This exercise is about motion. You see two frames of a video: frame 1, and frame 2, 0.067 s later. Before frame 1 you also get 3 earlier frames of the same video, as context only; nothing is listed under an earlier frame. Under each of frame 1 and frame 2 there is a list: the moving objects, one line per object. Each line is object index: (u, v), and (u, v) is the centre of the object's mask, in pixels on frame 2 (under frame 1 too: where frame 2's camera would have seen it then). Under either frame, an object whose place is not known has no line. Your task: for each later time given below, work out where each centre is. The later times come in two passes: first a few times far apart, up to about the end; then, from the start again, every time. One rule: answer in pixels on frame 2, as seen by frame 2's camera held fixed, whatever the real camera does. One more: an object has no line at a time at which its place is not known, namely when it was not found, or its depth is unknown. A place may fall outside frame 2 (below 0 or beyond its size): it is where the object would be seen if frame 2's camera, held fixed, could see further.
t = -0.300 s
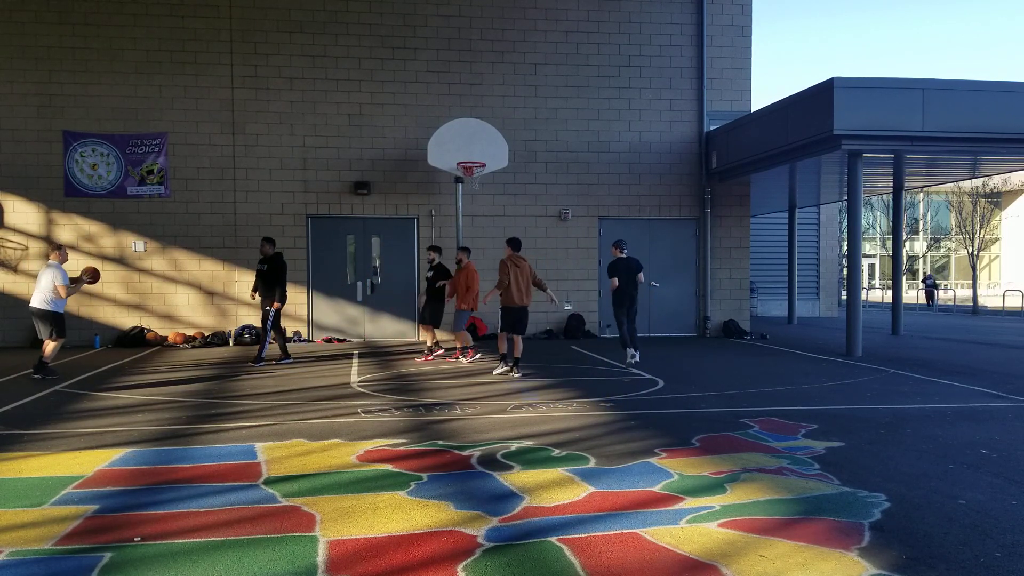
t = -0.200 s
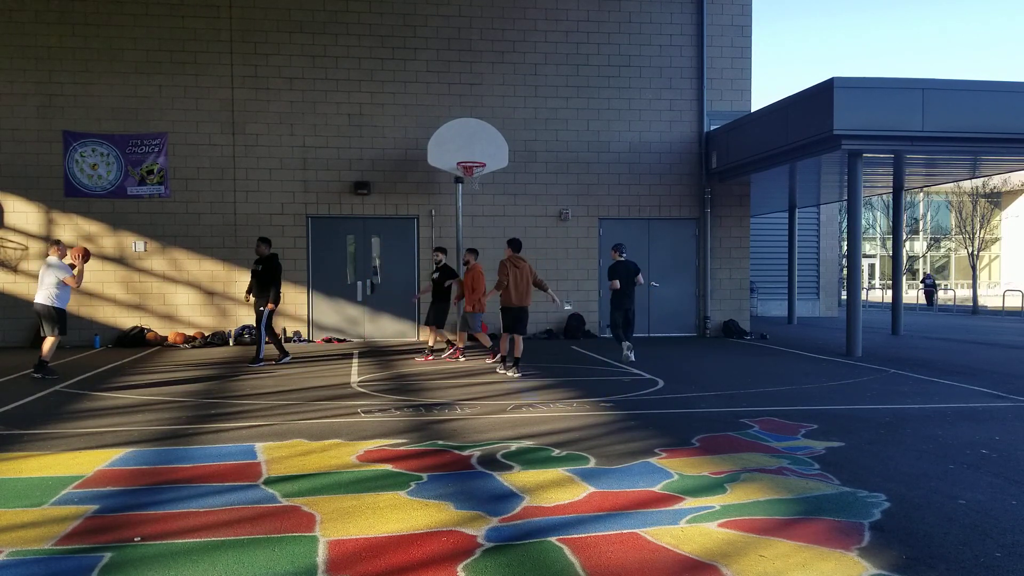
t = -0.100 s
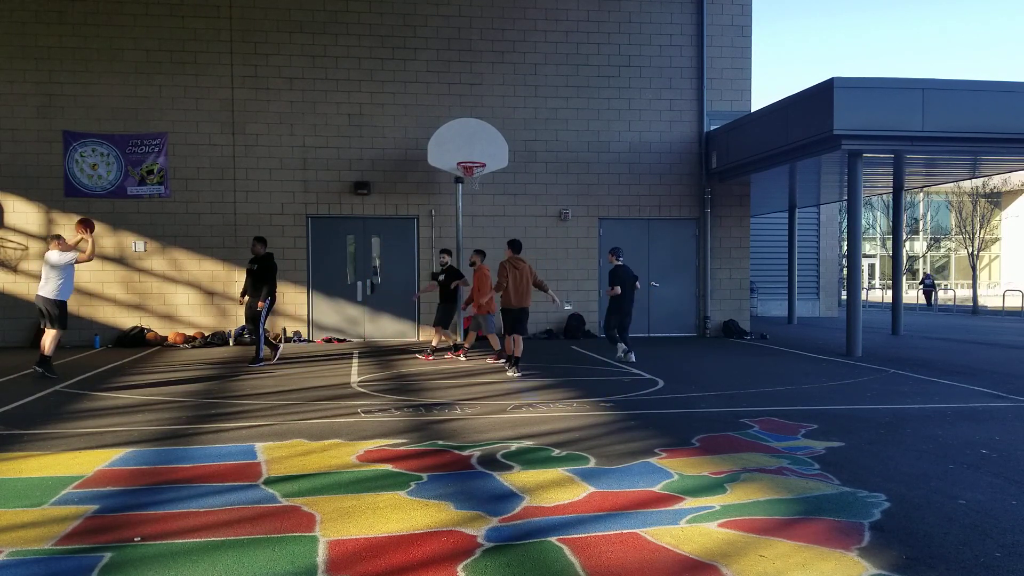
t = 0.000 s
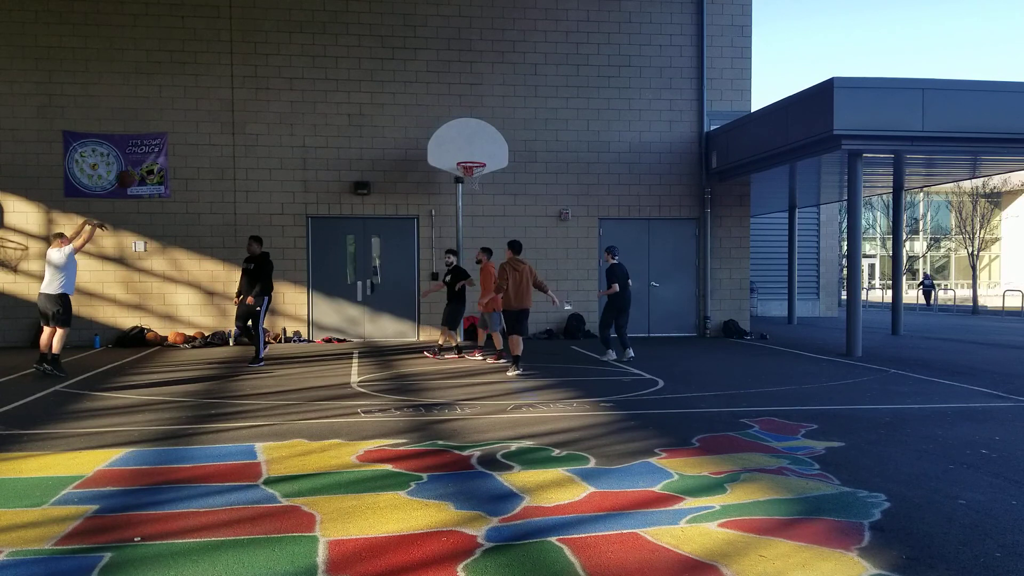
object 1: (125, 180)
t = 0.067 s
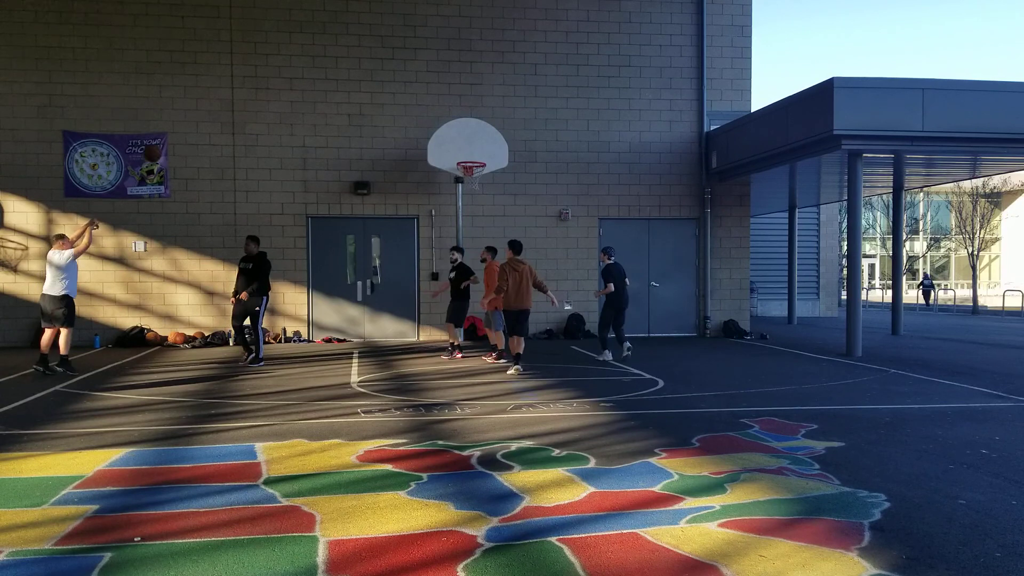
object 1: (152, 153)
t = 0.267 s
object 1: (227, 98)
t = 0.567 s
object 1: (326, 75)
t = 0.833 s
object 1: (403, 105)
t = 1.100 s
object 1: (467, 153)
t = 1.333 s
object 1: (498, 128)
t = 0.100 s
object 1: (166, 141)
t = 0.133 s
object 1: (178, 131)
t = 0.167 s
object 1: (191, 121)
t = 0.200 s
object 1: (203, 112)
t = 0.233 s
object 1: (215, 105)
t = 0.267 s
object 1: (227, 98)
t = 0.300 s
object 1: (239, 92)
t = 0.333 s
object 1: (250, 87)
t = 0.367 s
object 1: (262, 83)
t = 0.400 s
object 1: (273, 79)
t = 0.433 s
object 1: (283, 77)
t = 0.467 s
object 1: (295, 75)
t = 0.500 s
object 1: (306, 75)
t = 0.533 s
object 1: (316, 74)
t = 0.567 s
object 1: (326, 75)
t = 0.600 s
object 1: (337, 77)
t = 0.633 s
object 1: (347, 79)
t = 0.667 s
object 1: (357, 81)
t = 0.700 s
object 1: (366, 85)
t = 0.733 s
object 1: (376, 89)
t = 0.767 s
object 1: (385, 94)
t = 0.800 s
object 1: (394, 99)
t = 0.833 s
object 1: (403, 105)
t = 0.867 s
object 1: (412, 111)
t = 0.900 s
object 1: (421, 118)
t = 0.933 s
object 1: (429, 126)
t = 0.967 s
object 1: (438, 133)
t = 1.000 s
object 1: (447, 142)
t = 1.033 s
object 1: (455, 151)
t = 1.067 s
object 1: (462, 158)
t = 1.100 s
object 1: (467, 153)
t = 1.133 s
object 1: (472, 147)
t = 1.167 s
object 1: (477, 142)
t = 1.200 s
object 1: (482, 138)
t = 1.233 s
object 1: (486, 134)
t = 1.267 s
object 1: (490, 132)
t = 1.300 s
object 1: (494, 129)
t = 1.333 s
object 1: (498, 128)
